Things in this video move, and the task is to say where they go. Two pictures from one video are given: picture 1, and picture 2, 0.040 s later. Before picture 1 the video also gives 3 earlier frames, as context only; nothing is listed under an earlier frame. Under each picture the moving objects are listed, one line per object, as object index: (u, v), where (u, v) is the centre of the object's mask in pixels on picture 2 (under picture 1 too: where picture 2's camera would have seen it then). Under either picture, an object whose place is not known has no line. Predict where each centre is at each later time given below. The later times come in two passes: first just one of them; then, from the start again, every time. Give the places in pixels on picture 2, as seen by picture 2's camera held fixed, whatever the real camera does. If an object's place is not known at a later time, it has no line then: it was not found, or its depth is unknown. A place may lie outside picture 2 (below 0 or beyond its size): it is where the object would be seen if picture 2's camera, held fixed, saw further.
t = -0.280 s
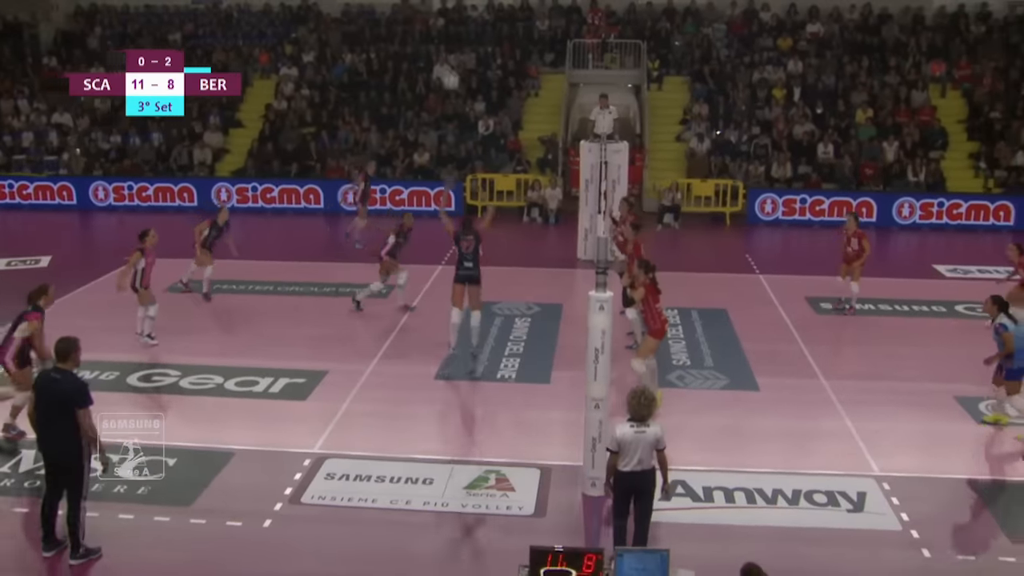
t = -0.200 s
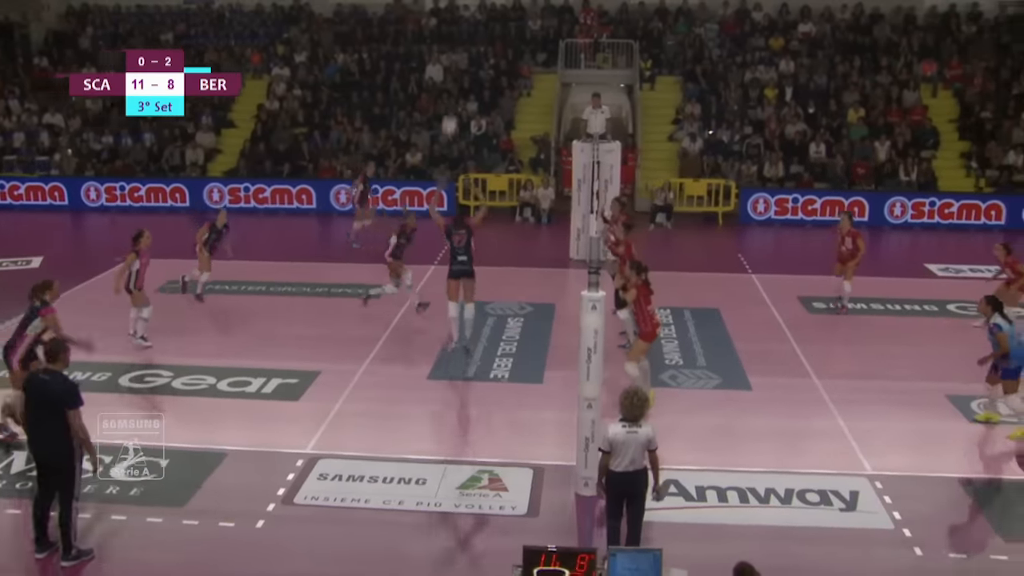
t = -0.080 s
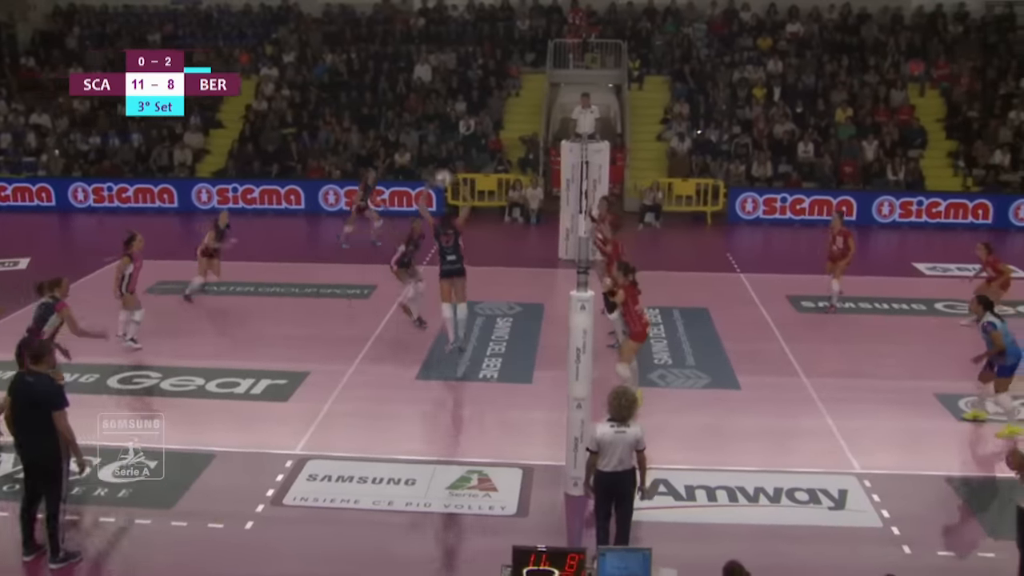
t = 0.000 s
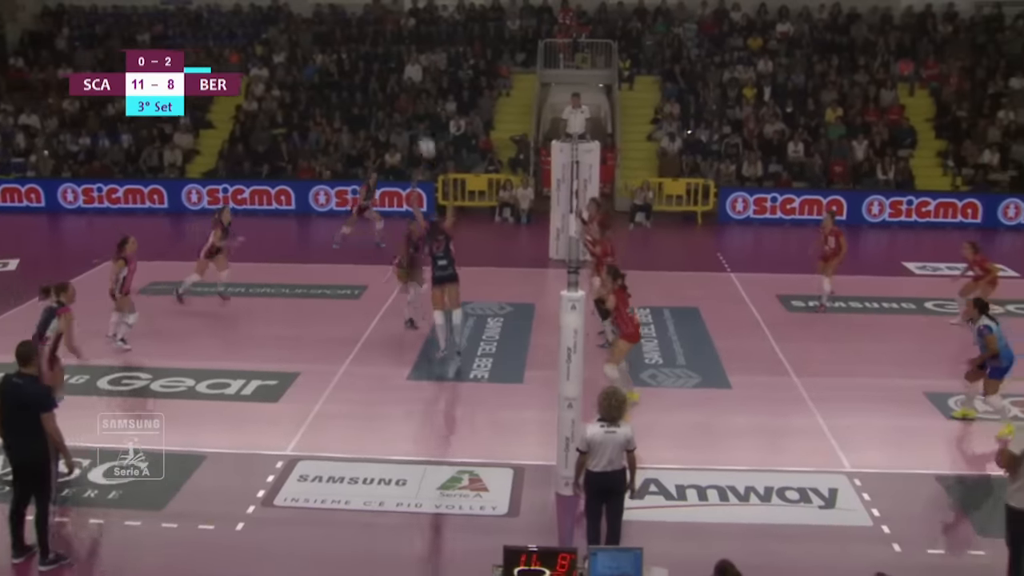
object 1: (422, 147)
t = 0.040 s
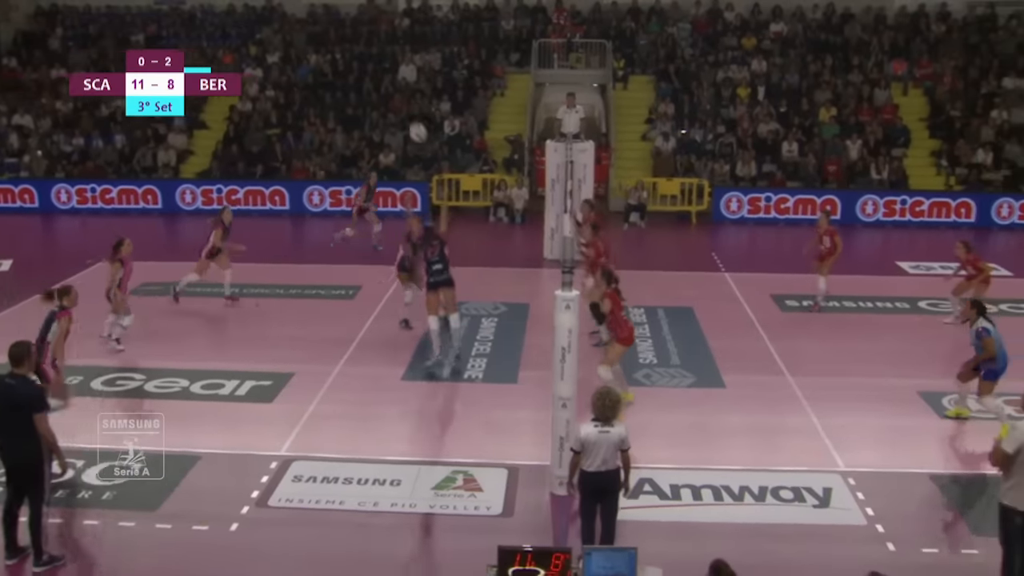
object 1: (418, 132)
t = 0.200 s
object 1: (398, 83)
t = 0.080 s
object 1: (413, 118)
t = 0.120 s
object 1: (408, 105)
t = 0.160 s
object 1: (403, 93)
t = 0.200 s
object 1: (398, 83)
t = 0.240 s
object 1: (393, 73)
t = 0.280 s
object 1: (390, 64)
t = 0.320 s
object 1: (383, 56)
